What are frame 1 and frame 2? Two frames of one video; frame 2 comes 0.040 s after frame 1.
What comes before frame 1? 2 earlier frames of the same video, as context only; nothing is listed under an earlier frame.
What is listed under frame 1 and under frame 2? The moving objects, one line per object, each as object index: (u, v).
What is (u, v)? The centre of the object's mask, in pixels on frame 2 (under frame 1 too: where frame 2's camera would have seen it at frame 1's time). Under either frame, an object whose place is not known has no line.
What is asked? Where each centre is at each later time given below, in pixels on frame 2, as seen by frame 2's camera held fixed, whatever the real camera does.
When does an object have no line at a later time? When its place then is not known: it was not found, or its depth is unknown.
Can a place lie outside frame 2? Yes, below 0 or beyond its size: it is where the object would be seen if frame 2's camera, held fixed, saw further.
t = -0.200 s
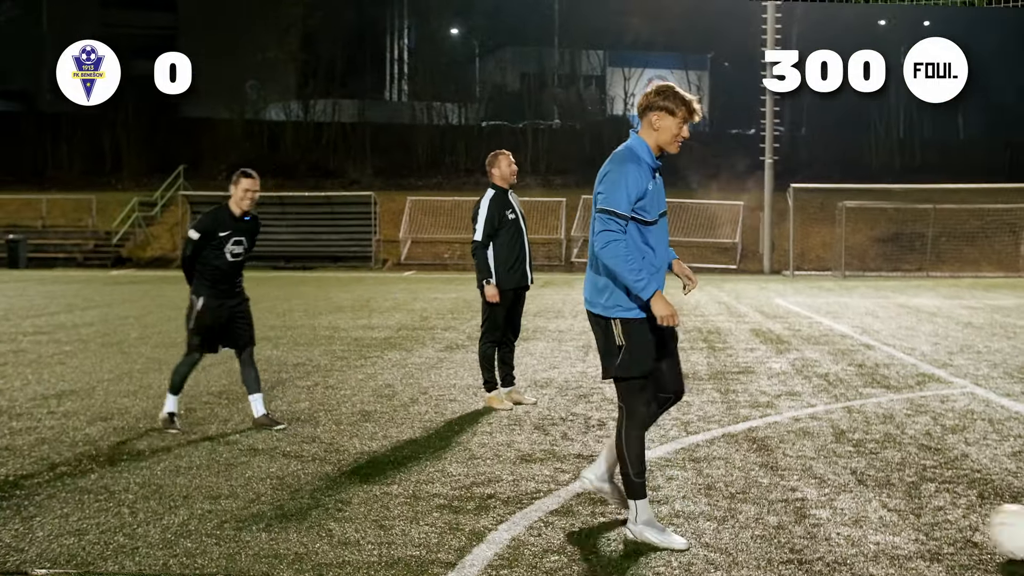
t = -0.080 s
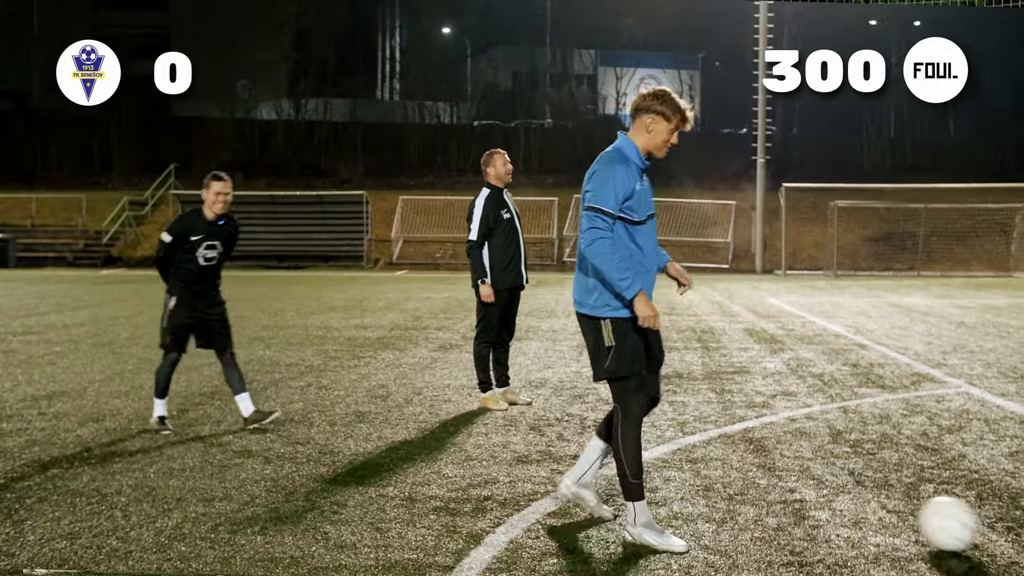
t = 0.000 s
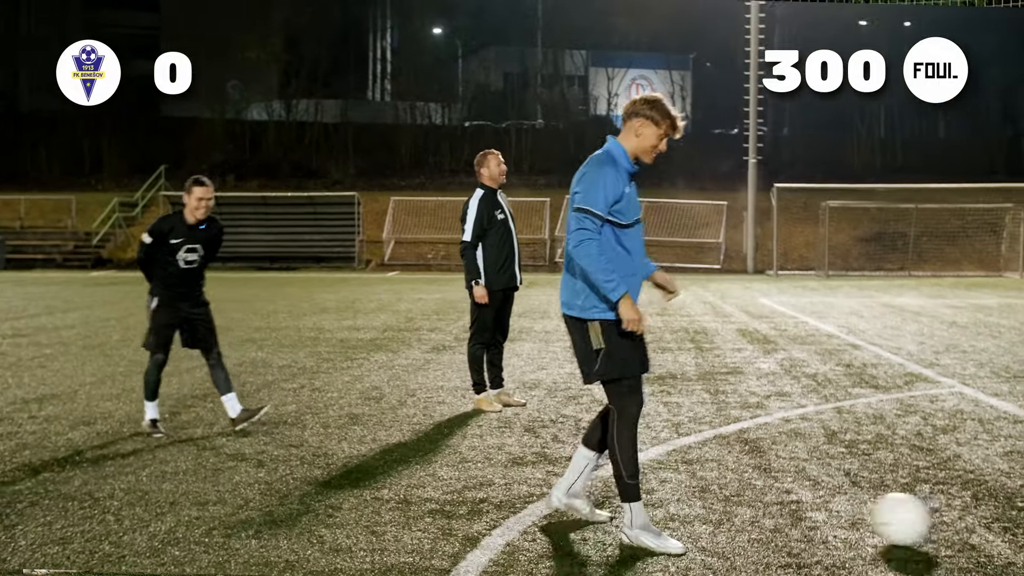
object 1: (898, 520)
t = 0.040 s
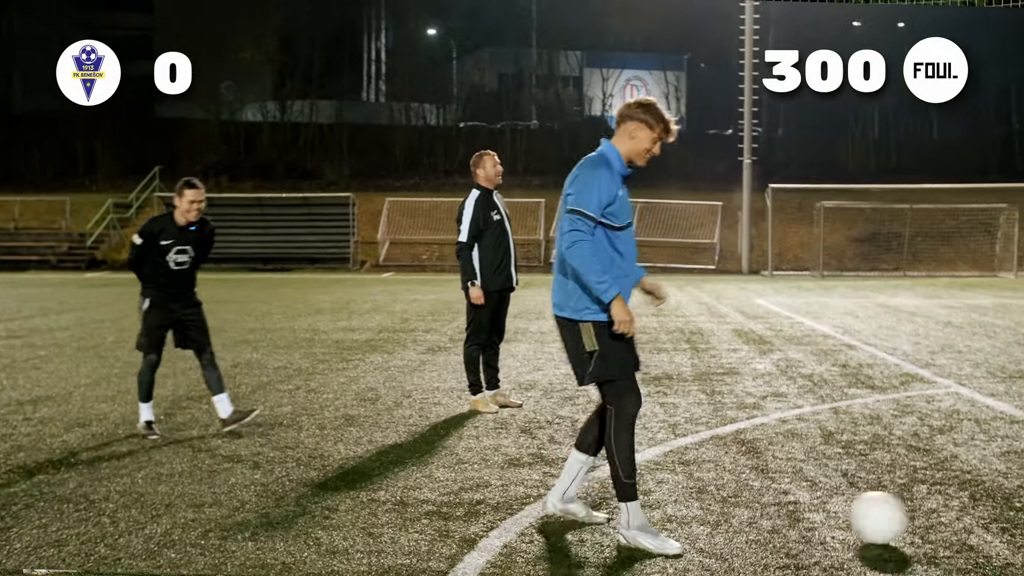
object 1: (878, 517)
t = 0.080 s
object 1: (858, 515)
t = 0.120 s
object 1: (837, 512)
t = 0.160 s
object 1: (817, 511)
